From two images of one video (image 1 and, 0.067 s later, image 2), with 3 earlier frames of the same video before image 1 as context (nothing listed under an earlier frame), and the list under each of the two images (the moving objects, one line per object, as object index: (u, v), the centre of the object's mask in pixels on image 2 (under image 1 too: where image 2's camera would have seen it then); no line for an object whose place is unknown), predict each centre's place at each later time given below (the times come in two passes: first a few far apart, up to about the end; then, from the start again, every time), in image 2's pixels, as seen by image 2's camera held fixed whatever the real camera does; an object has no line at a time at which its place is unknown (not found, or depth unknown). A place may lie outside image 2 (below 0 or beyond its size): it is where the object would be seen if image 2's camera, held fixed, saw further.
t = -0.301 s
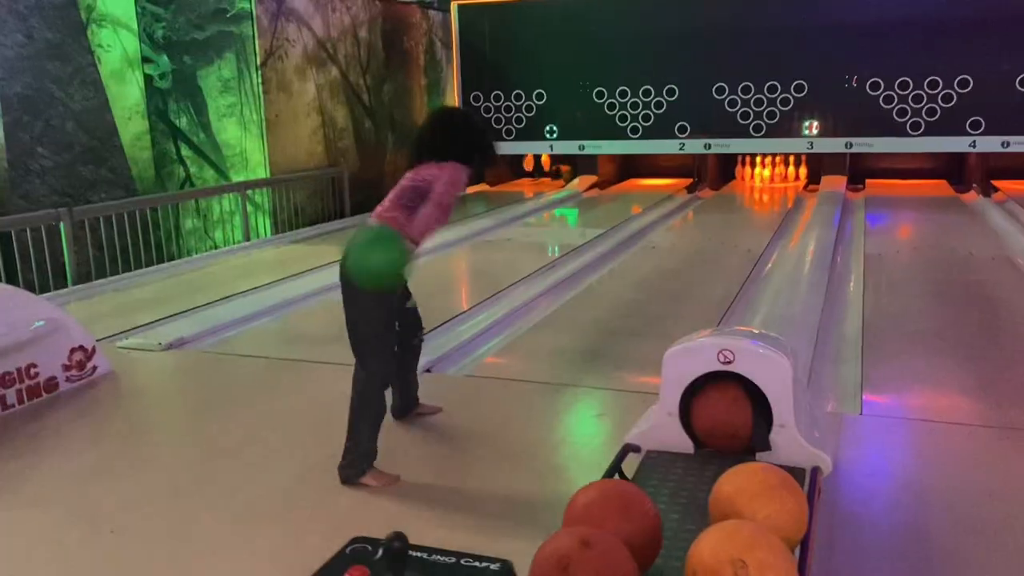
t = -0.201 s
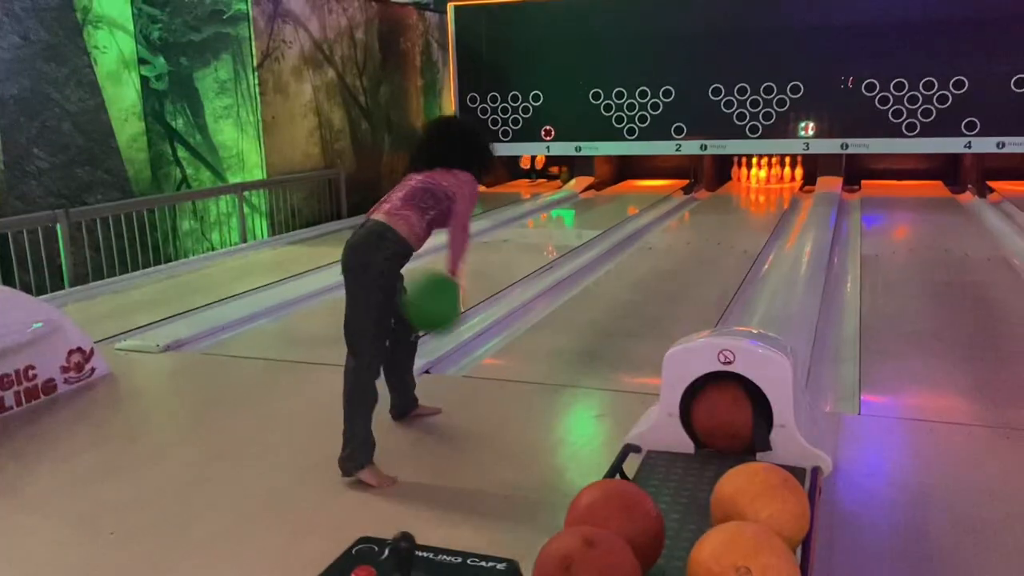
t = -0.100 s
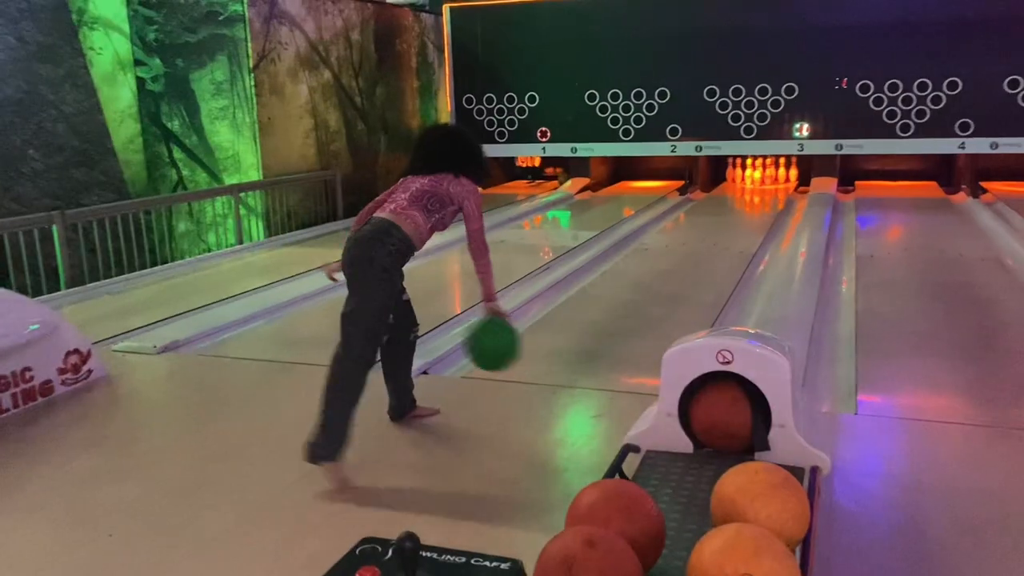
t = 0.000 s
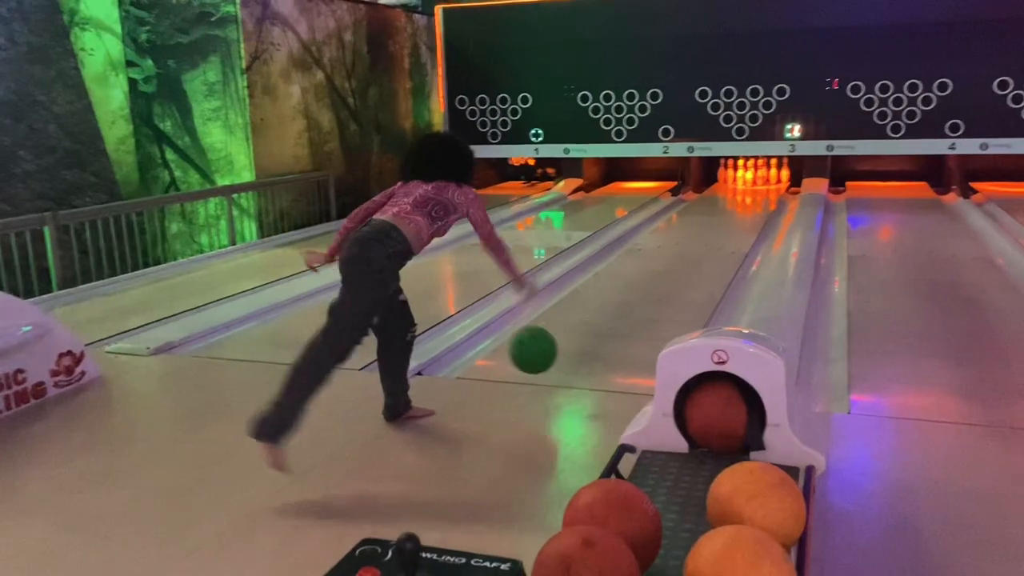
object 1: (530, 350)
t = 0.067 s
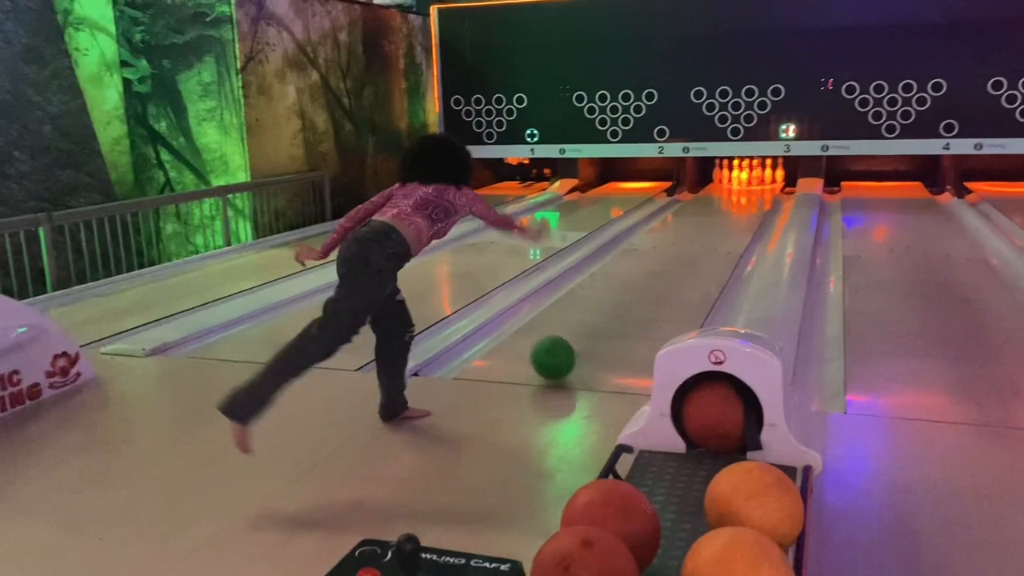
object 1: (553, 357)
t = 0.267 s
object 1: (603, 315)
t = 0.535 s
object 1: (646, 277)
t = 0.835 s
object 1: (673, 252)
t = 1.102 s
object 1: (688, 237)
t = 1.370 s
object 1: (702, 225)
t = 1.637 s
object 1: (714, 214)
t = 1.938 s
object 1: (724, 204)
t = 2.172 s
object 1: (731, 197)
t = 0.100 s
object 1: (563, 349)
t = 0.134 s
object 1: (572, 339)
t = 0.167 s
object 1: (581, 333)
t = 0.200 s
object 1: (589, 328)
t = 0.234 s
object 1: (596, 321)
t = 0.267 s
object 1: (603, 315)
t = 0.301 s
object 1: (610, 309)
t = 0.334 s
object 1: (616, 304)
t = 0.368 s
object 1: (622, 298)
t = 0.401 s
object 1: (627, 293)
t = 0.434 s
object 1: (632, 289)
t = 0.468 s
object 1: (637, 285)
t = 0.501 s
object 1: (642, 281)
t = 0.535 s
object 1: (646, 277)
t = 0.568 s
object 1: (649, 274)
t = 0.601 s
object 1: (653, 270)
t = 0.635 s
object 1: (656, 267)
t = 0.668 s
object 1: (660, 264)
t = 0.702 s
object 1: (663, 262)
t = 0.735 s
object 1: (665, 259)
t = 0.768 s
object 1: (668, 257)
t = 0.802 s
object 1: (670, 254)
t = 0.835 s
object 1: (673, 252)
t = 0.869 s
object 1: (675, 250)
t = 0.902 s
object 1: (677, 248)
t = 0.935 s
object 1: (679, 246)
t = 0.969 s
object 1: (681, 244)
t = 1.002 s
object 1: (683, 243)
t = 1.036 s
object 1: (685, 241)
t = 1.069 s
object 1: (687, 239)
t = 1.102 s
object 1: (688, 237)
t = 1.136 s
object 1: (690, 236)
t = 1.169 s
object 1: (692, 234)
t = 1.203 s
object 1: (694, 233)
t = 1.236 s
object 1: (695, 230)
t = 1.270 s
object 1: (697, 229)
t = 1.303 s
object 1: (699, 228)
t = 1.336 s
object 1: (700, 227)
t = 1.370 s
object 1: (702, 225)
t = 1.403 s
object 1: (704, 223)
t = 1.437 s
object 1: (705, 222)
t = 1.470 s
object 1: (707, 221)
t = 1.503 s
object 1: (708, 220)
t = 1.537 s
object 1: (710, 218)
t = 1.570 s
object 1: (711, 217)
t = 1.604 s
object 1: (712, 216)
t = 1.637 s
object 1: (714, 214)
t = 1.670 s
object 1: (715, 213)
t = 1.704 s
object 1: (716, 212)
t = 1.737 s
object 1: (718, 211)
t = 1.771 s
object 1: (719, 209)
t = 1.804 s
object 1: (720, 208)
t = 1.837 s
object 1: (721, 207)
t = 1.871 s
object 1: (722, 206)
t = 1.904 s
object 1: (723, 205)
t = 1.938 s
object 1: (724, 204)
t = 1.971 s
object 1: (725, 203)
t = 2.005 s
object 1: (726, 202)
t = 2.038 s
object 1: (727, 201)
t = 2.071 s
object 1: (728, 200)
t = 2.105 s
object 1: (729, 199)
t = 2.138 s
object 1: (730, 199)
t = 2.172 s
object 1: (731, 197)
